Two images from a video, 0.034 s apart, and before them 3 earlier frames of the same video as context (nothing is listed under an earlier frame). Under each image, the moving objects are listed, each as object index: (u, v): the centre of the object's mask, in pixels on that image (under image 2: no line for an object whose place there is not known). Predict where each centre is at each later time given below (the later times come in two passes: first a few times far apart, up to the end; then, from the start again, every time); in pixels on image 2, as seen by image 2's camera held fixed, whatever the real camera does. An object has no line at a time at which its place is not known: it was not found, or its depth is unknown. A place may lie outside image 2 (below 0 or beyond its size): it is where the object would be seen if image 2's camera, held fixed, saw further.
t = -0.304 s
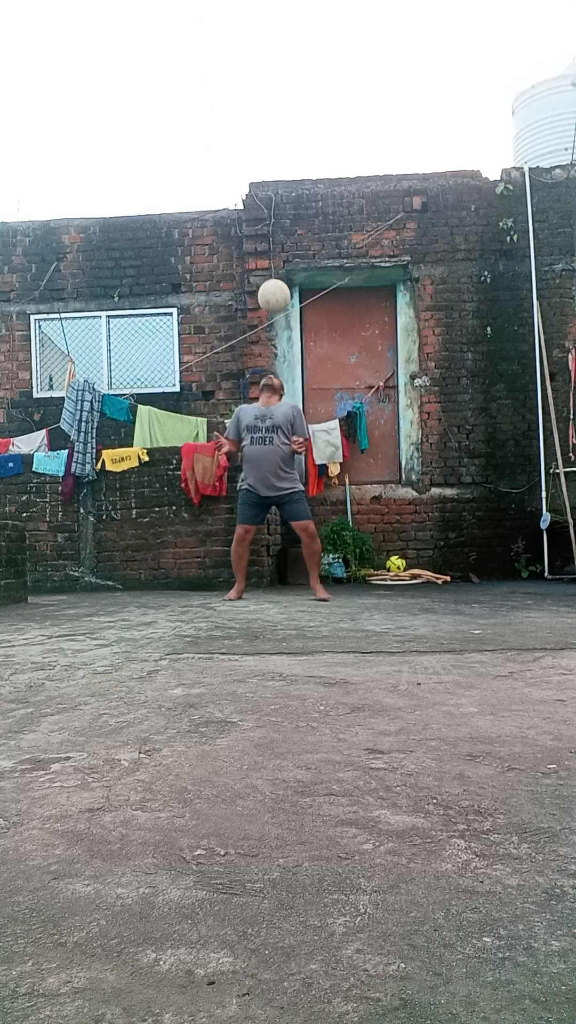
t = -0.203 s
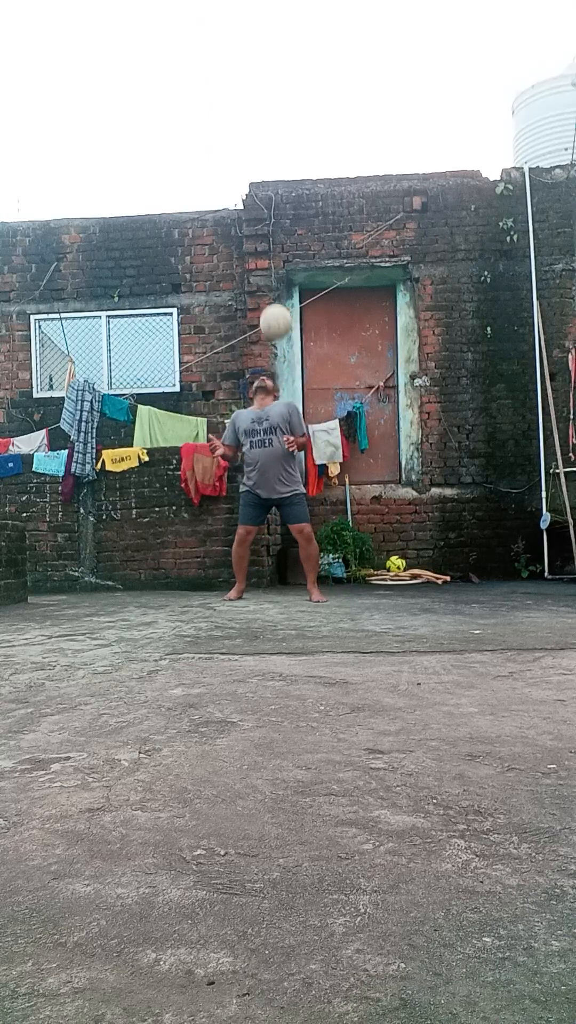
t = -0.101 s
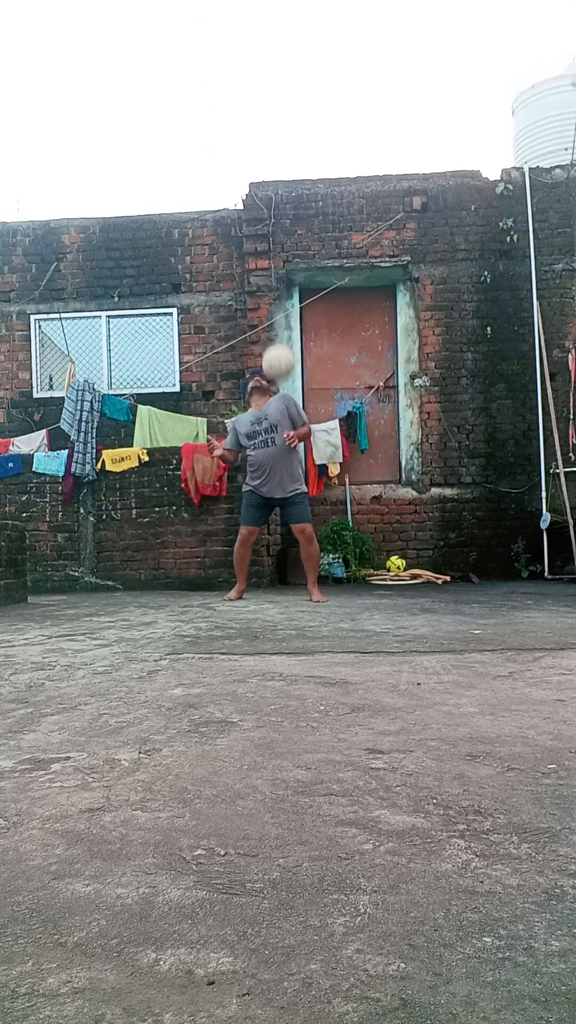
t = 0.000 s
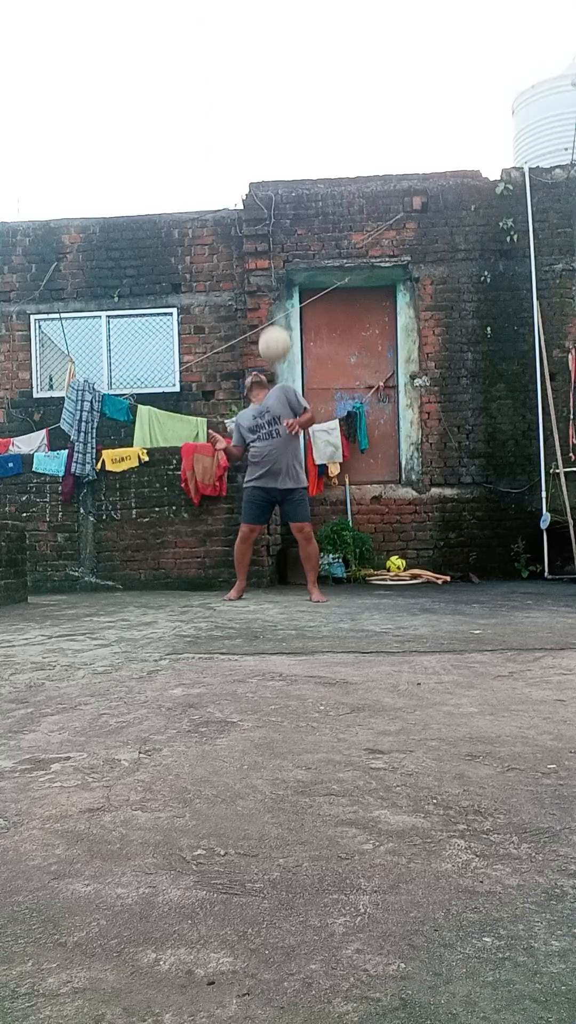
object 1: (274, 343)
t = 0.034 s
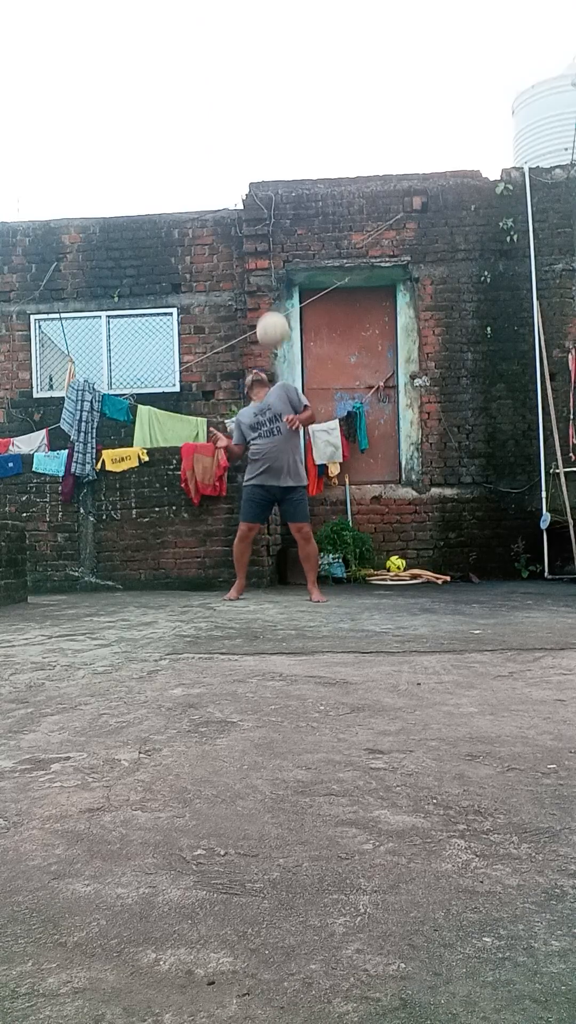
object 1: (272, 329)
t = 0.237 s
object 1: (261, 278)
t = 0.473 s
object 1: (250, 292)
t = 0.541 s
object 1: (247, 311)
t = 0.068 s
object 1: (270, 316)
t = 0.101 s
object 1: (268, 306)
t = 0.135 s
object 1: (266, 296)
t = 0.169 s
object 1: (265, 289)
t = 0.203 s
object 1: (263, 283)
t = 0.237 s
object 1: (261, 278)
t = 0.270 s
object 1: (259, 276)
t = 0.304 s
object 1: (258, 275)
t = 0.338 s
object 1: (256, 275)
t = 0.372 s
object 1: (254, 277)
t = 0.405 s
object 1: (253, 280)
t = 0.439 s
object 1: (251, 285)
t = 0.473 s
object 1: (250, 292)
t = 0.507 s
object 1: (248, 300)
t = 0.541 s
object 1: (247, 311)
